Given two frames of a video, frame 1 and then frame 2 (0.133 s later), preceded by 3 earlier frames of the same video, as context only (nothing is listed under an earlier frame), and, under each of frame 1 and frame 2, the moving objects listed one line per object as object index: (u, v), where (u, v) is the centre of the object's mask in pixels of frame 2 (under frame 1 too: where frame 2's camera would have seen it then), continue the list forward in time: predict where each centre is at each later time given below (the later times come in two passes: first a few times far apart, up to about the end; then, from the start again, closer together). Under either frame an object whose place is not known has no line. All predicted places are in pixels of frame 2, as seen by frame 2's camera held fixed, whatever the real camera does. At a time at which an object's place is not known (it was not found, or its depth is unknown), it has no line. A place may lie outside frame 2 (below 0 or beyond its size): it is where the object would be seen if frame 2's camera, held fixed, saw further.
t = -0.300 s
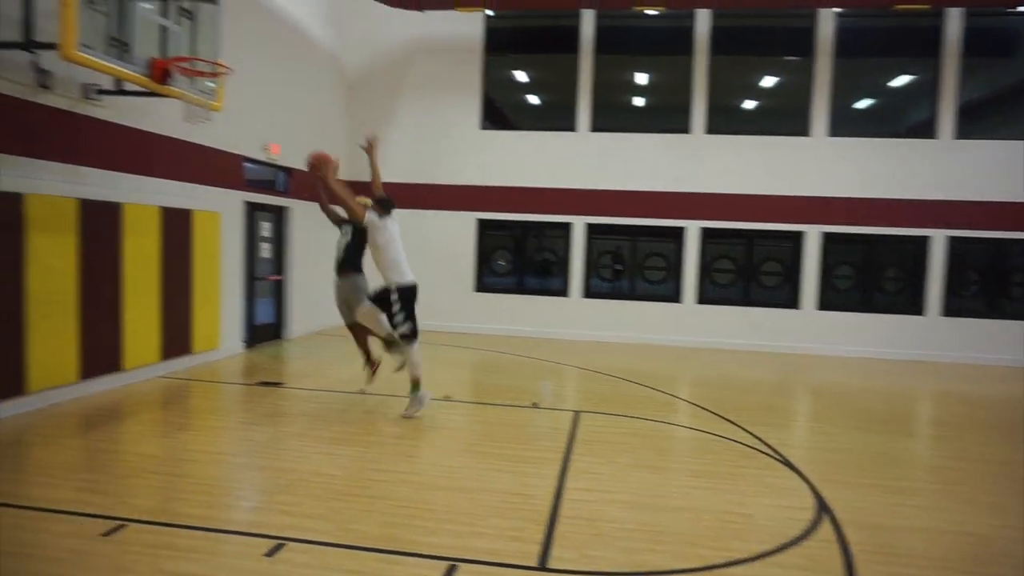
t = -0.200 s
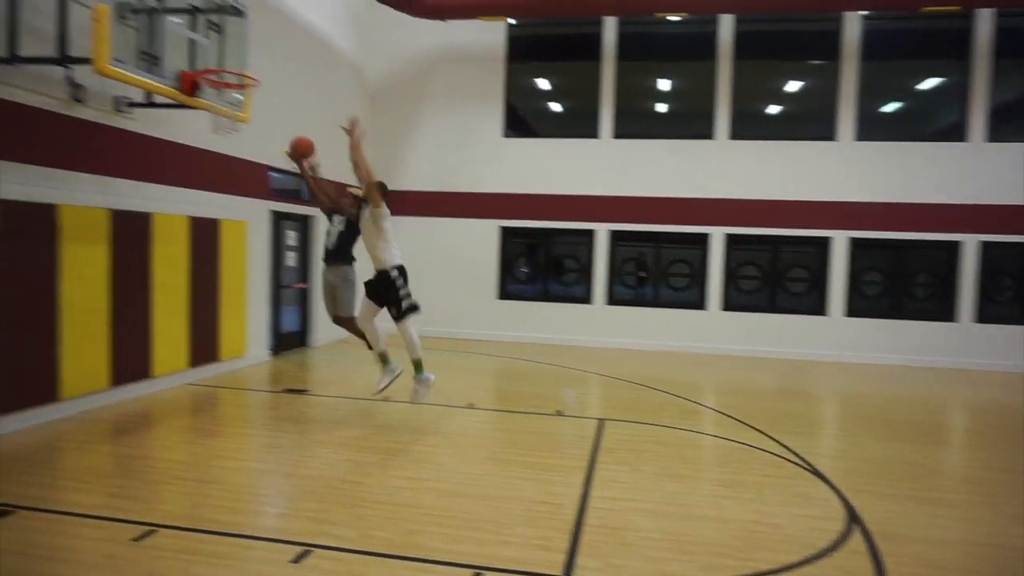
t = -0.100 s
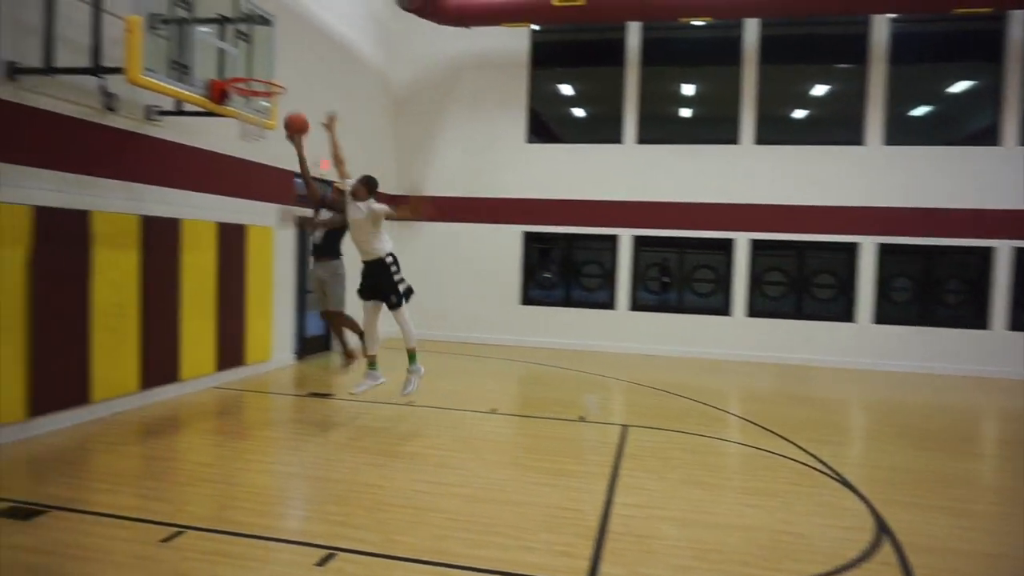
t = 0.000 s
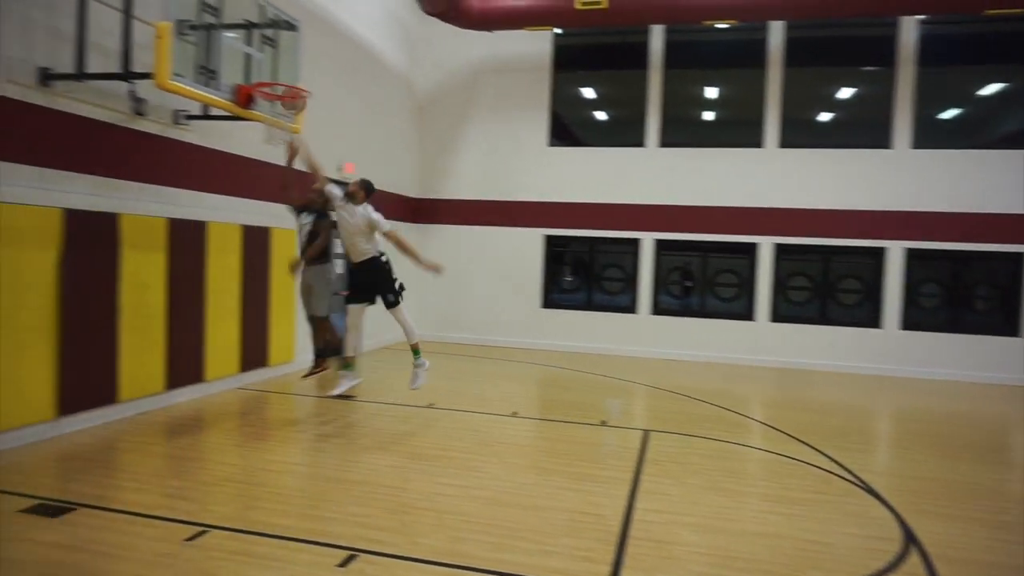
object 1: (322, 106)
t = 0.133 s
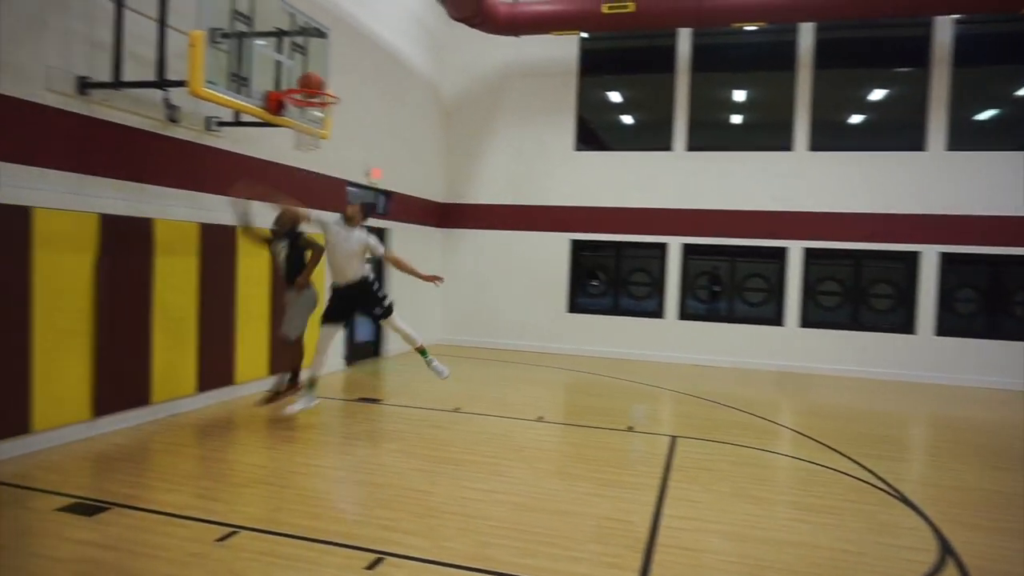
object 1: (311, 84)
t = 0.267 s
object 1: (317, 81)
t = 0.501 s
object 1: (296, 115)
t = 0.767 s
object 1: (298, 139)
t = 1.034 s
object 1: (314, 227)
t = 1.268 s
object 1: (323, 374)
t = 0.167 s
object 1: (313, 81)
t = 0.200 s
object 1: (314, 80)
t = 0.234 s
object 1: (315, 80)
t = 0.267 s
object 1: (317, 81)
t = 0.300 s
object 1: (318, 85)
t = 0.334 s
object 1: (320, 91)
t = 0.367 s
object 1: (317, 95)
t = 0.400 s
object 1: (311, 100)
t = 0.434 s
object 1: (306, 105)
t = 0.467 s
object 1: (299, 110)
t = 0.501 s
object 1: (296, 115)
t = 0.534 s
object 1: (295, 119)
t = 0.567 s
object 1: (293, 120)
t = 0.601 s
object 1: (292, 120)
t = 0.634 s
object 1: (292, 122)
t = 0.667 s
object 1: (293, 124)
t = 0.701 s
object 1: (294, 127)
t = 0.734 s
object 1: (296, 134)
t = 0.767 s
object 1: (298, 139)
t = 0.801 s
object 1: (300, 145)
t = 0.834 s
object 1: (302, 154)
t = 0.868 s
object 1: (304, 162)
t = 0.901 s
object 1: (308, 173)
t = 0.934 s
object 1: (310, 182)
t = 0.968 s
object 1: (313, 197)
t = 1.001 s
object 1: (312, 211)
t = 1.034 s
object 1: (314, 227)
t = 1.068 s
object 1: (316, 243)
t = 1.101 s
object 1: (317, 262)
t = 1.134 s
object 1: (318, 282)
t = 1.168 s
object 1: (319, 301)
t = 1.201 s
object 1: (321, 324)
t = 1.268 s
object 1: (323, 374)
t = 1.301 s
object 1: (323, 399)
